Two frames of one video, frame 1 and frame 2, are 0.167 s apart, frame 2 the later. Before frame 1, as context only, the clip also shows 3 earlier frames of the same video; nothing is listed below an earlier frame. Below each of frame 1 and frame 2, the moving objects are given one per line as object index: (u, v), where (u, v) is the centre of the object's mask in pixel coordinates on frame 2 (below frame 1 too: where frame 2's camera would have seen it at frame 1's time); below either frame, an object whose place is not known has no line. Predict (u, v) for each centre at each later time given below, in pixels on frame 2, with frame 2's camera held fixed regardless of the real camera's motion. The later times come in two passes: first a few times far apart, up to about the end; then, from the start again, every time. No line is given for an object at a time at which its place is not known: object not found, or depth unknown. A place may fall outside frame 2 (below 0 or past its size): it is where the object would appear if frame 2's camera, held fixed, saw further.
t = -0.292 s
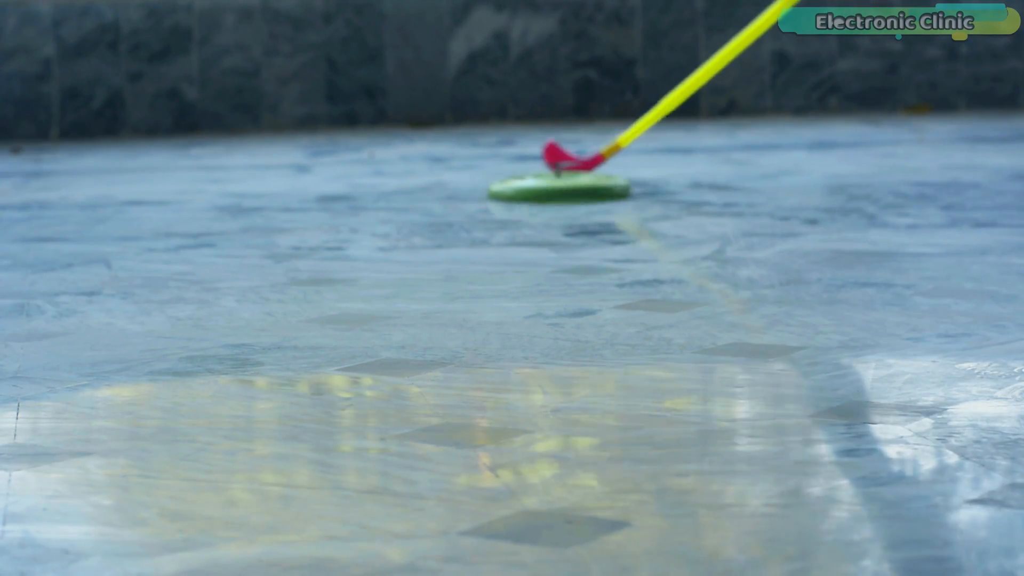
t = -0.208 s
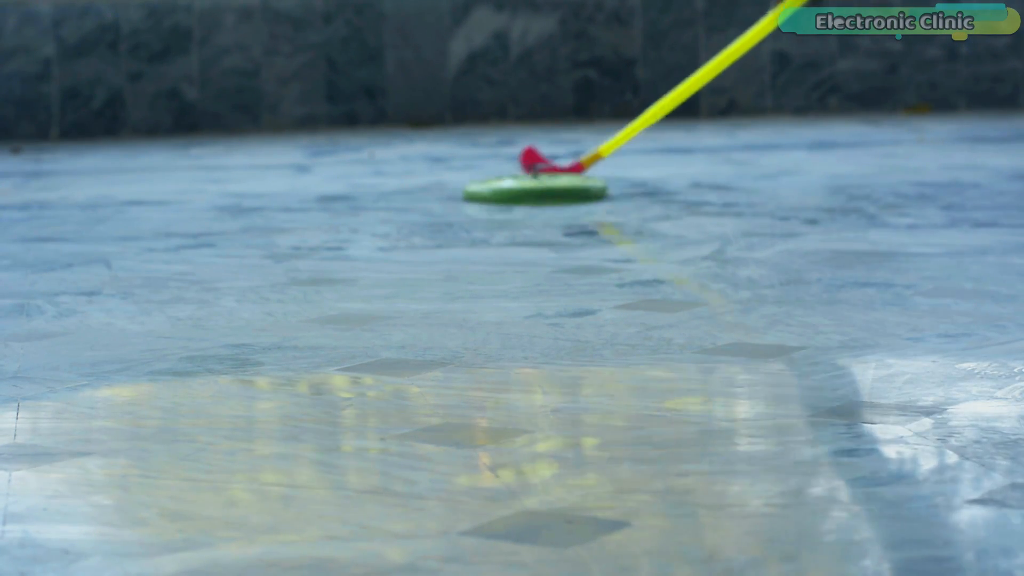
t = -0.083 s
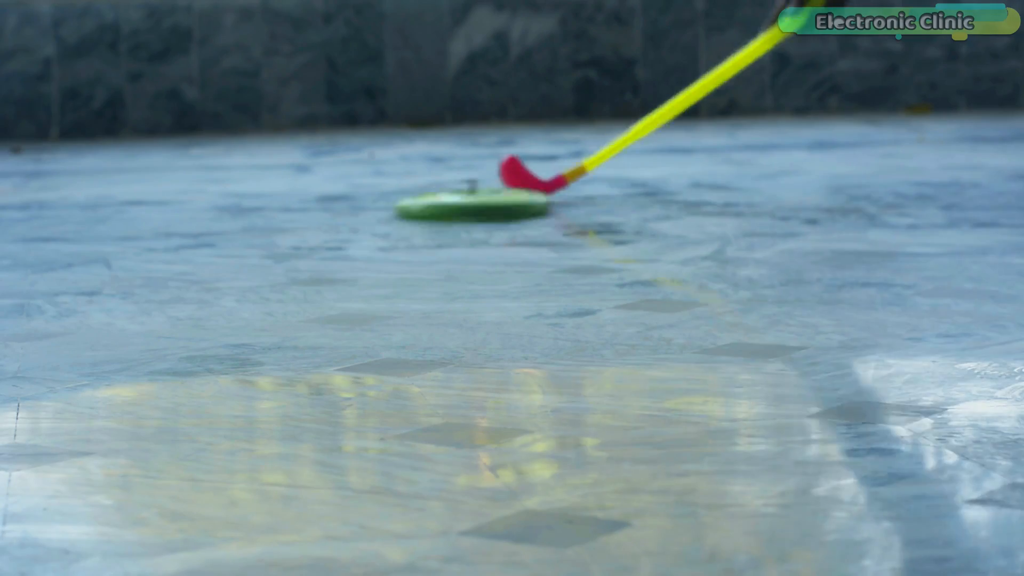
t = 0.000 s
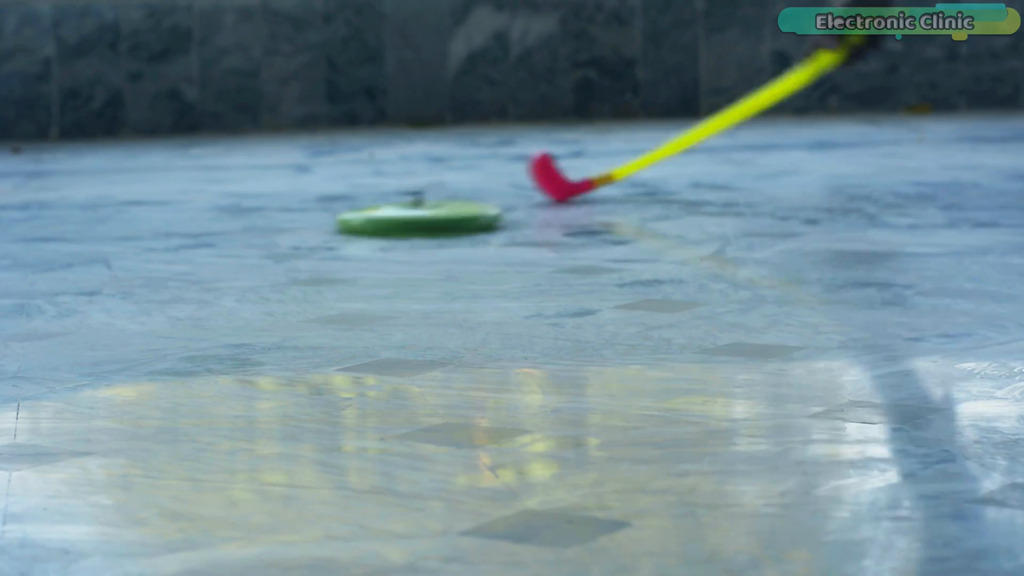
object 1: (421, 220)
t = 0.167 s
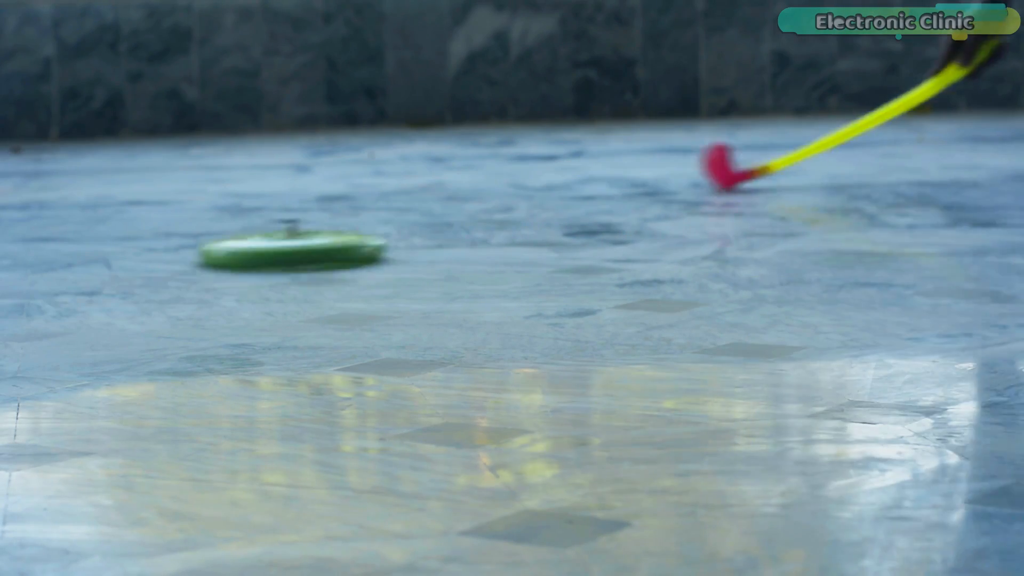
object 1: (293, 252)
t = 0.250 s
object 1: (220, 269)
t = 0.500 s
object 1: (44, 325)
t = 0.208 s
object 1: (258, 261)
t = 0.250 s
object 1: (220, 269)
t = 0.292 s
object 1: (182, 278)
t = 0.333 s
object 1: (143, 288)
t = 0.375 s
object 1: (104, 297)
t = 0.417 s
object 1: (80, 307)
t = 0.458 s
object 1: (62, 316)
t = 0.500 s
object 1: (44, 325)
